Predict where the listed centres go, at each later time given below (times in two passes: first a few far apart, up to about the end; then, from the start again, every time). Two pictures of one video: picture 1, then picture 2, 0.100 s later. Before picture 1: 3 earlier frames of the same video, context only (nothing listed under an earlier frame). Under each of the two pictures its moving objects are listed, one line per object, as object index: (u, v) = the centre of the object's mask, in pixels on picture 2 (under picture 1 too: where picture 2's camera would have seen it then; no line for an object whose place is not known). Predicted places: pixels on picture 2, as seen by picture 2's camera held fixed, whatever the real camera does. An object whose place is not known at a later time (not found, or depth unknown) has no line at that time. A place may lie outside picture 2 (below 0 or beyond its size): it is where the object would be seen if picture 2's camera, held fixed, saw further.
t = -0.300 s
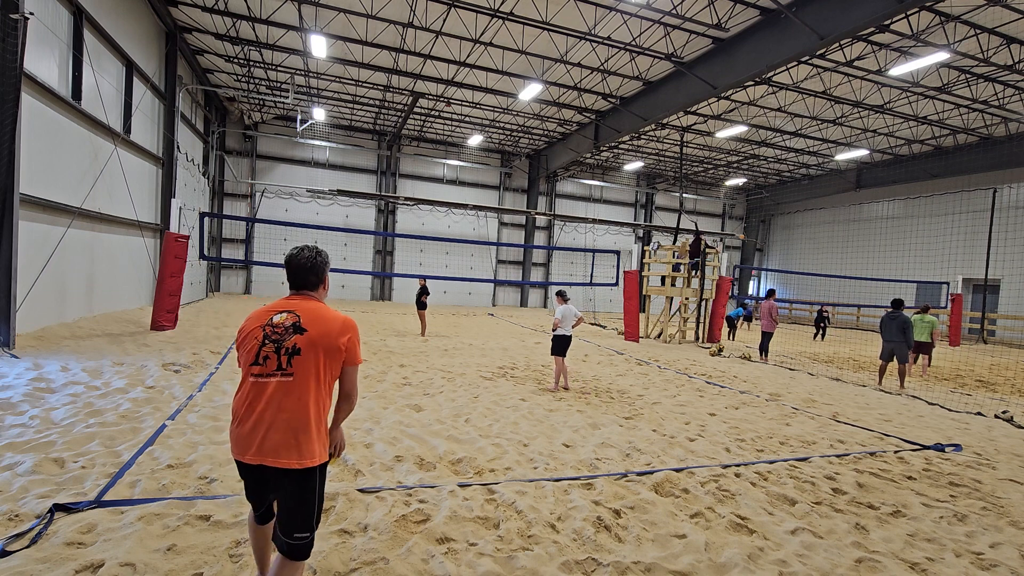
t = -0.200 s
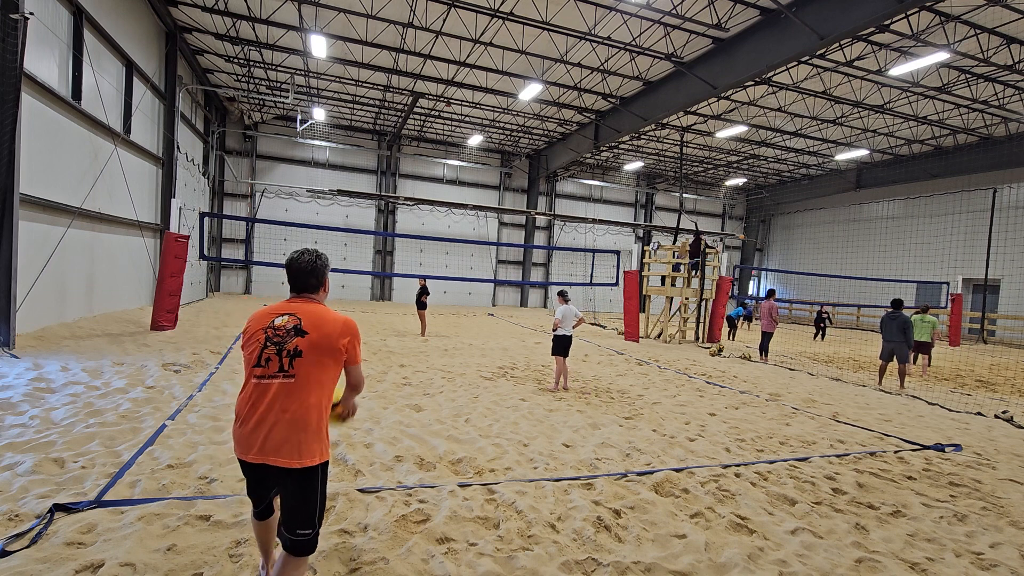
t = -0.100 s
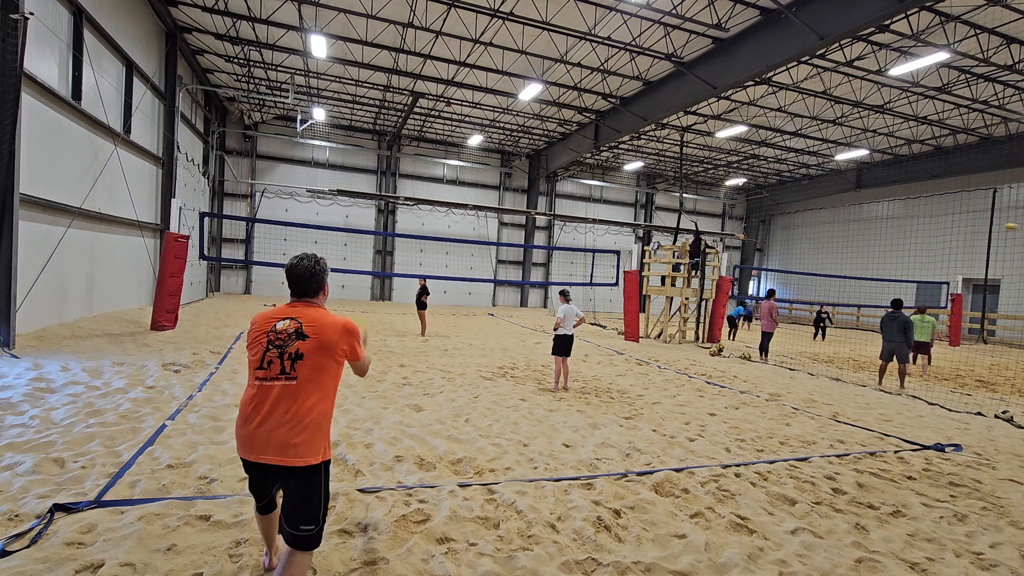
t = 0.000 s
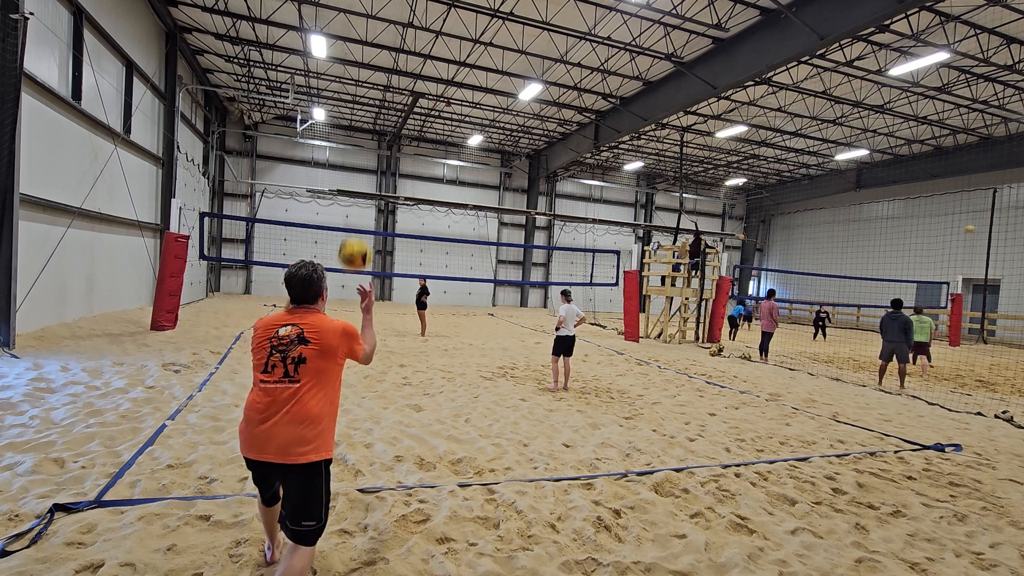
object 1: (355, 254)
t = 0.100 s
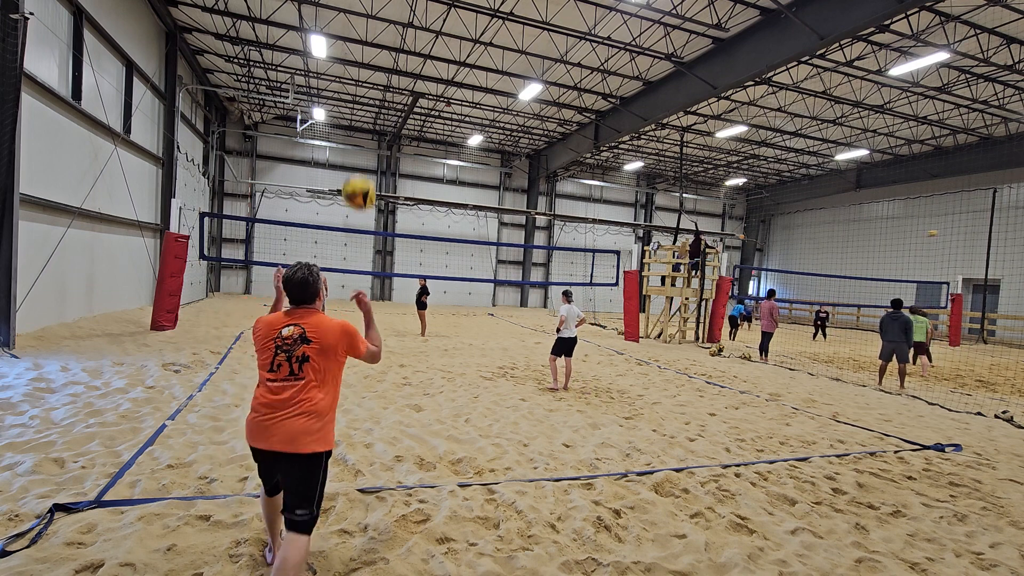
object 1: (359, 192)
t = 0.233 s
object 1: (362, 139)
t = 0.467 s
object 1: (364, 113)
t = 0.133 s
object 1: (360, 176)
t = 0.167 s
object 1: (361, 162)
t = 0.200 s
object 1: (362, 149)
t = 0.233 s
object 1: (362, 139)
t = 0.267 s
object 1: (363, 130)
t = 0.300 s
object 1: (363, 124)
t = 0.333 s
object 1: (363, 118)
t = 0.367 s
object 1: (363, 115)
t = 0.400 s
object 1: (364, 113)
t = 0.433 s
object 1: (364, 112)
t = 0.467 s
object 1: (364, 113)
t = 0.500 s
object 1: (363, 116)
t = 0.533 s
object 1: (363, 120)
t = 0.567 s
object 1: (363, 126)
